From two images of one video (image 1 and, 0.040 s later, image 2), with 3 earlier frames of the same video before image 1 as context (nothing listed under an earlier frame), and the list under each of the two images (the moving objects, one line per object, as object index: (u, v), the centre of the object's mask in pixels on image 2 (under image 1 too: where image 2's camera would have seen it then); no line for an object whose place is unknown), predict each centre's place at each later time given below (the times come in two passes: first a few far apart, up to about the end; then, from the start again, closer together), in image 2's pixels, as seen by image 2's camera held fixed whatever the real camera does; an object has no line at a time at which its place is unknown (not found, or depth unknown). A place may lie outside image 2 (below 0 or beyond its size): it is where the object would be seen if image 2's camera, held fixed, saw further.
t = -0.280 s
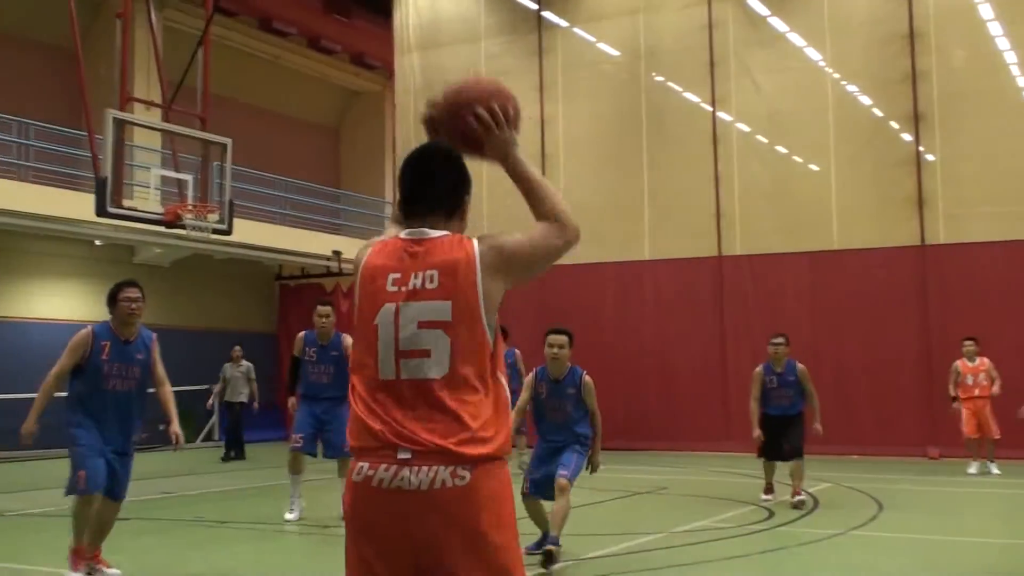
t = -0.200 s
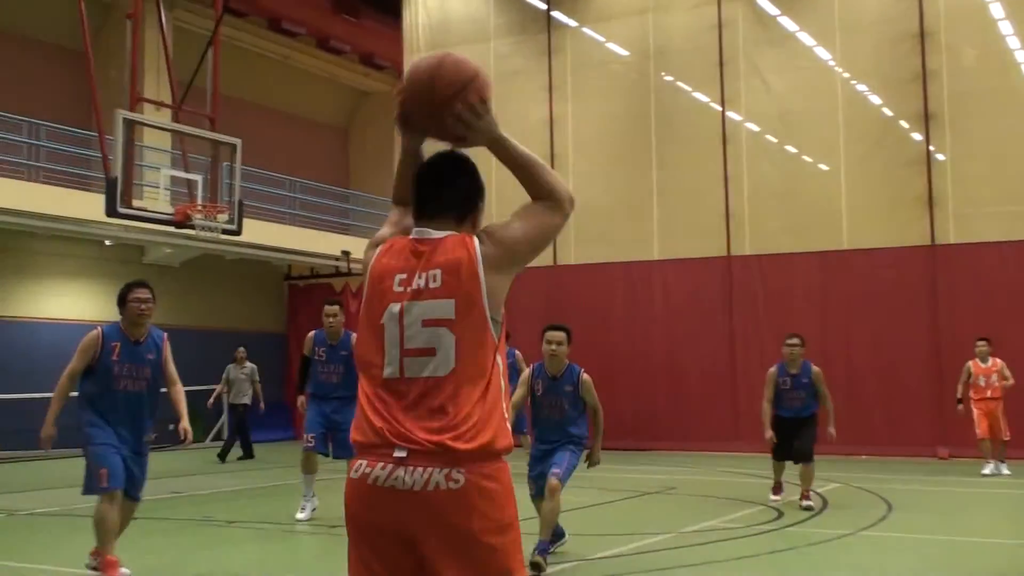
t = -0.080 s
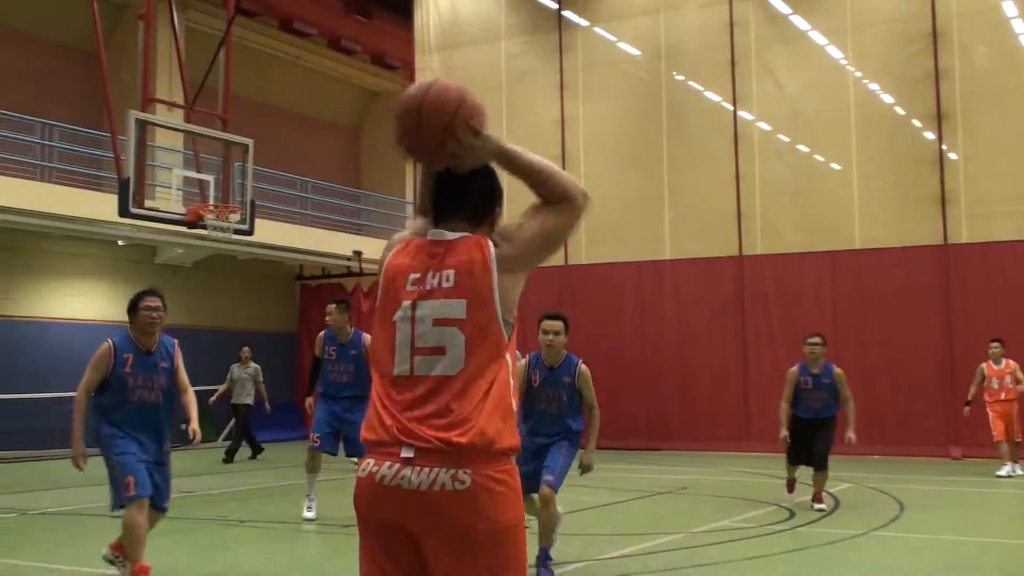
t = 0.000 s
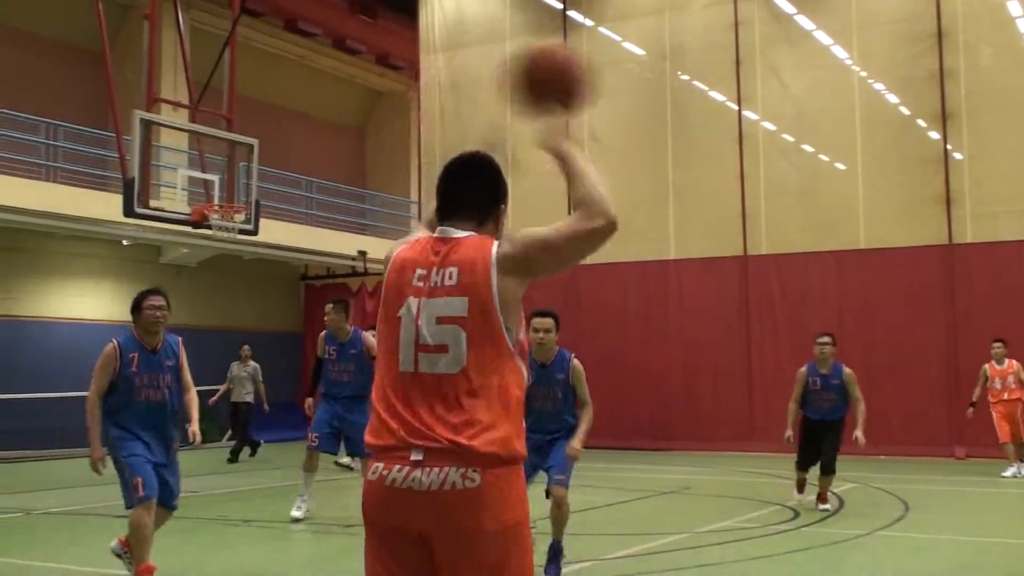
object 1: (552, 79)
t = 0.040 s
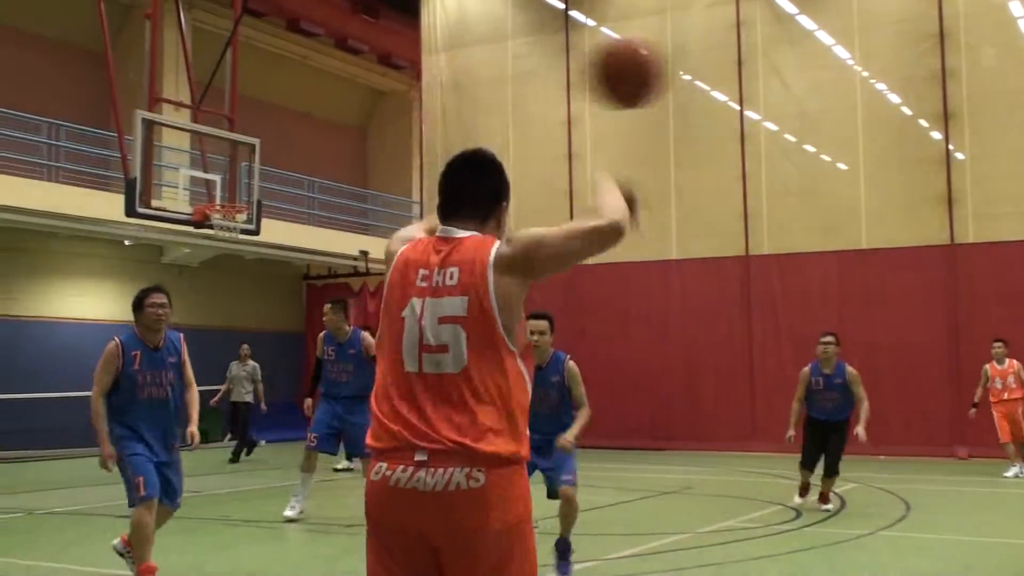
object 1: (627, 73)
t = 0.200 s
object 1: (843, 87)
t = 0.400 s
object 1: (1016, 163)
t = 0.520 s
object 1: (1091, 228)
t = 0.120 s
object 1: (747, 72)
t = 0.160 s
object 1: (797, 78)
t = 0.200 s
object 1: (843, 87)
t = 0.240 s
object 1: (883, 98)
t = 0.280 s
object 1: (922, 111)
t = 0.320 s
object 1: (955, 125)
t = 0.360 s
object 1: (987, 144)
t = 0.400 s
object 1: (1016, 163)
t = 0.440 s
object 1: (1043, 183)
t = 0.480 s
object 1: (1068, 205)
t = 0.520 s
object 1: (1091, 228)
